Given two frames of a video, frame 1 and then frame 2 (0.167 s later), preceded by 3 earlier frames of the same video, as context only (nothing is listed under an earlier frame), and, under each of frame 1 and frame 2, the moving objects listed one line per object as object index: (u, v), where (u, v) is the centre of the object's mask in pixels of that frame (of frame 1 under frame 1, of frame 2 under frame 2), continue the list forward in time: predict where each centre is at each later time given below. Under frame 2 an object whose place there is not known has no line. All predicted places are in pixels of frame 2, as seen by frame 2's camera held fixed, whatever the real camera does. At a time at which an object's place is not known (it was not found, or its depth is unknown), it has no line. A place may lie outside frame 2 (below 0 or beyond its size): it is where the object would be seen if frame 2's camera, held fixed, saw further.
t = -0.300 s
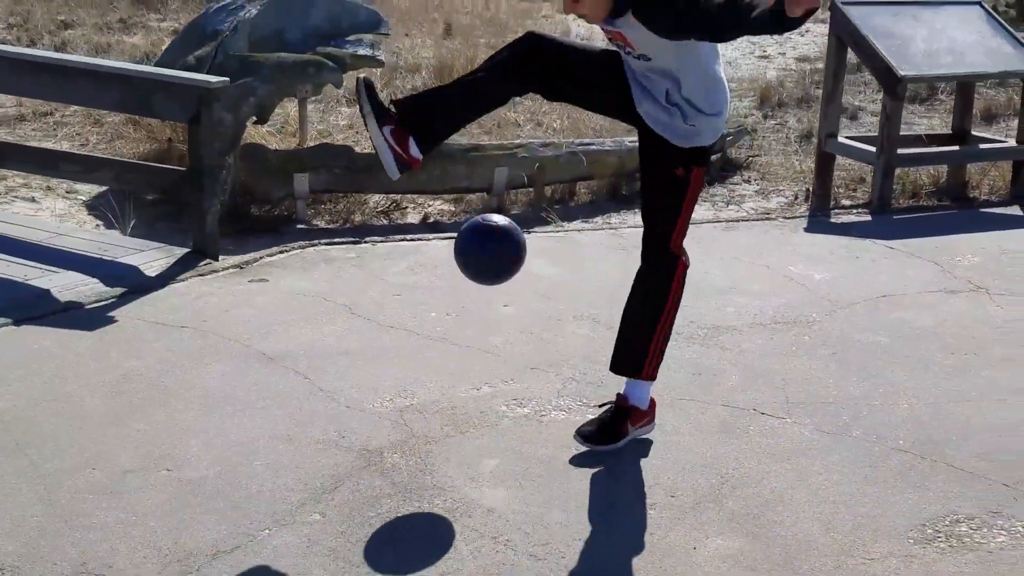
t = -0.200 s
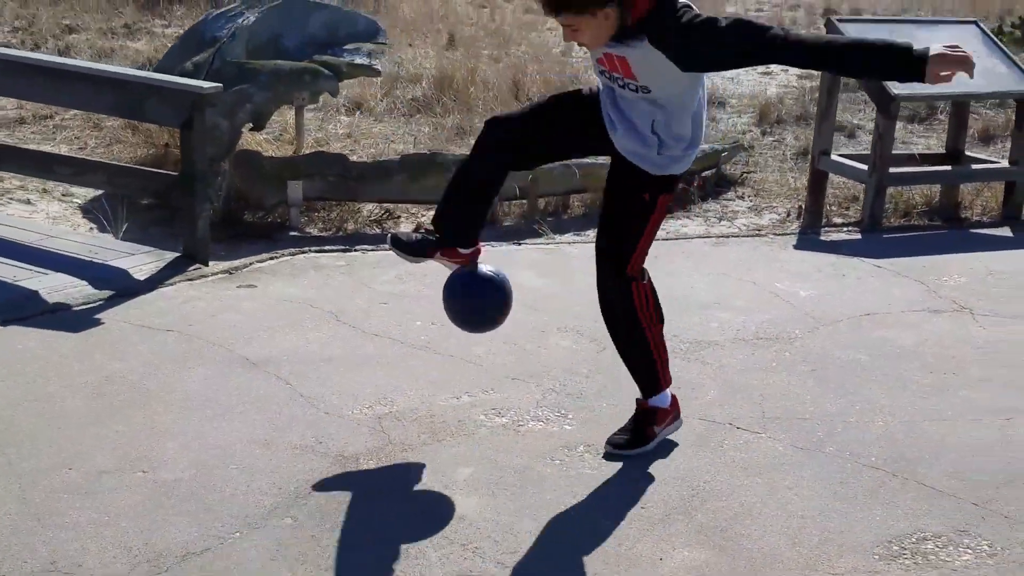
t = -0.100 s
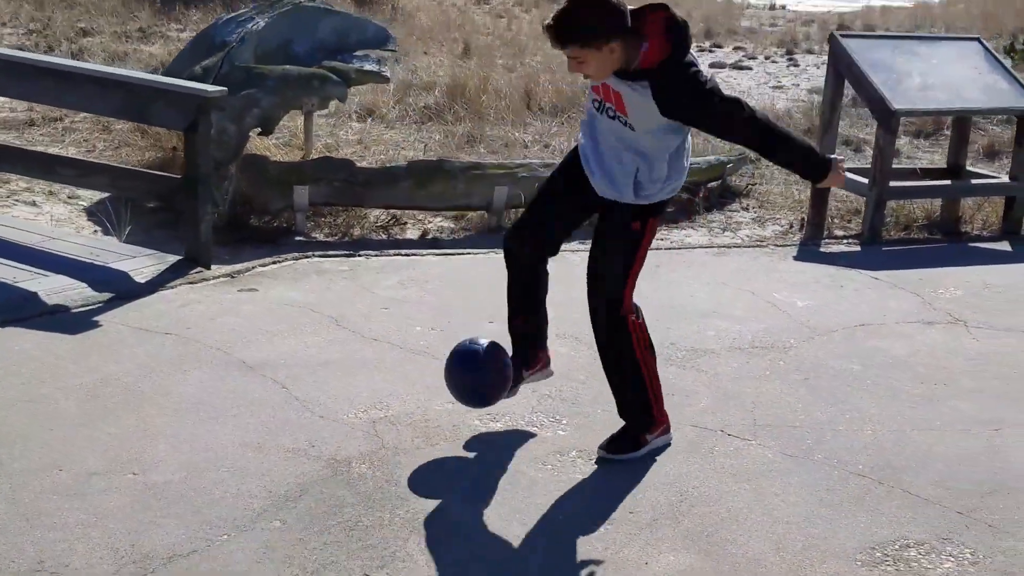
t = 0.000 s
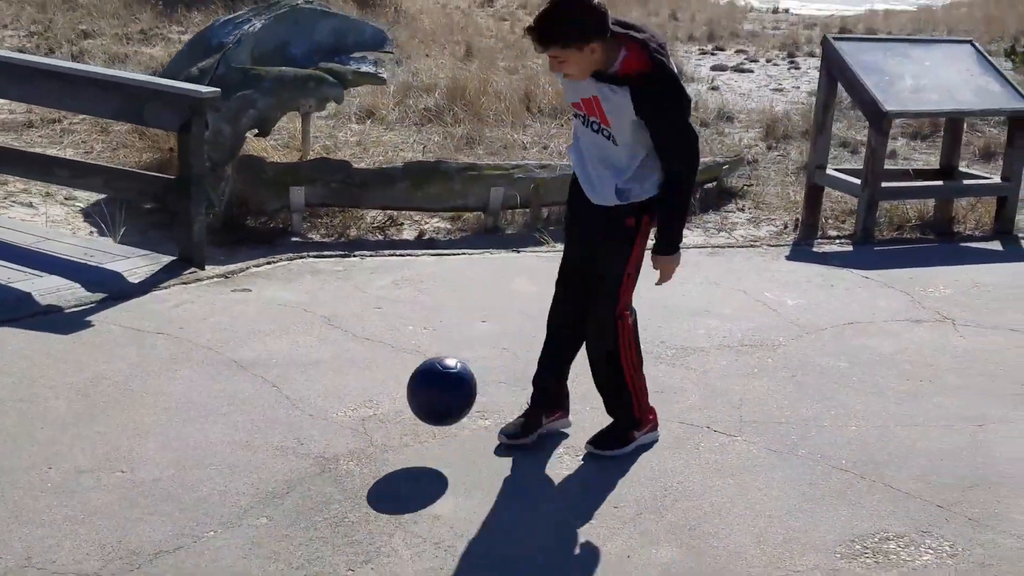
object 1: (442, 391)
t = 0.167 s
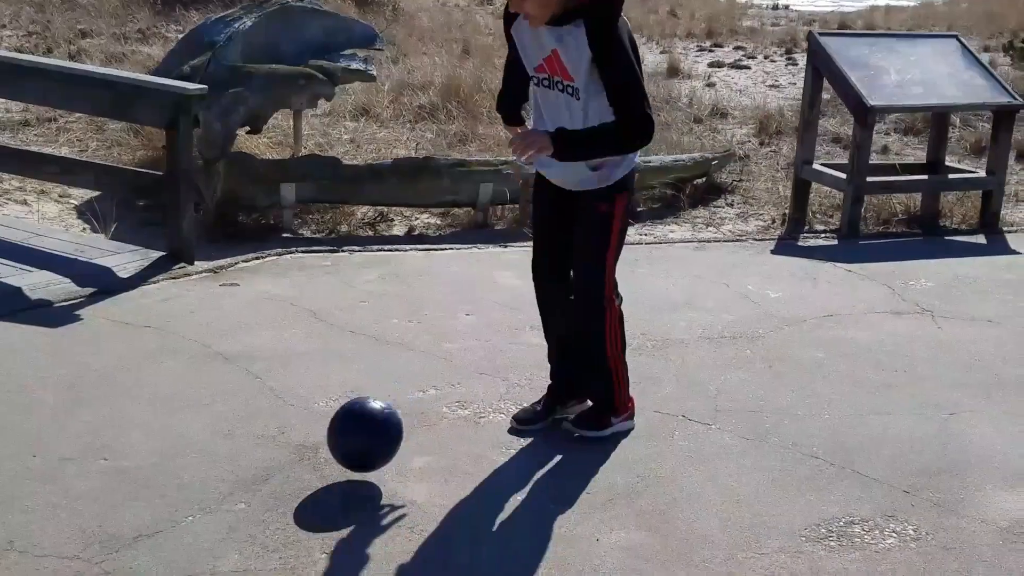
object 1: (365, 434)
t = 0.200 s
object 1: (353, 455)
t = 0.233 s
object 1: (338, 446)
